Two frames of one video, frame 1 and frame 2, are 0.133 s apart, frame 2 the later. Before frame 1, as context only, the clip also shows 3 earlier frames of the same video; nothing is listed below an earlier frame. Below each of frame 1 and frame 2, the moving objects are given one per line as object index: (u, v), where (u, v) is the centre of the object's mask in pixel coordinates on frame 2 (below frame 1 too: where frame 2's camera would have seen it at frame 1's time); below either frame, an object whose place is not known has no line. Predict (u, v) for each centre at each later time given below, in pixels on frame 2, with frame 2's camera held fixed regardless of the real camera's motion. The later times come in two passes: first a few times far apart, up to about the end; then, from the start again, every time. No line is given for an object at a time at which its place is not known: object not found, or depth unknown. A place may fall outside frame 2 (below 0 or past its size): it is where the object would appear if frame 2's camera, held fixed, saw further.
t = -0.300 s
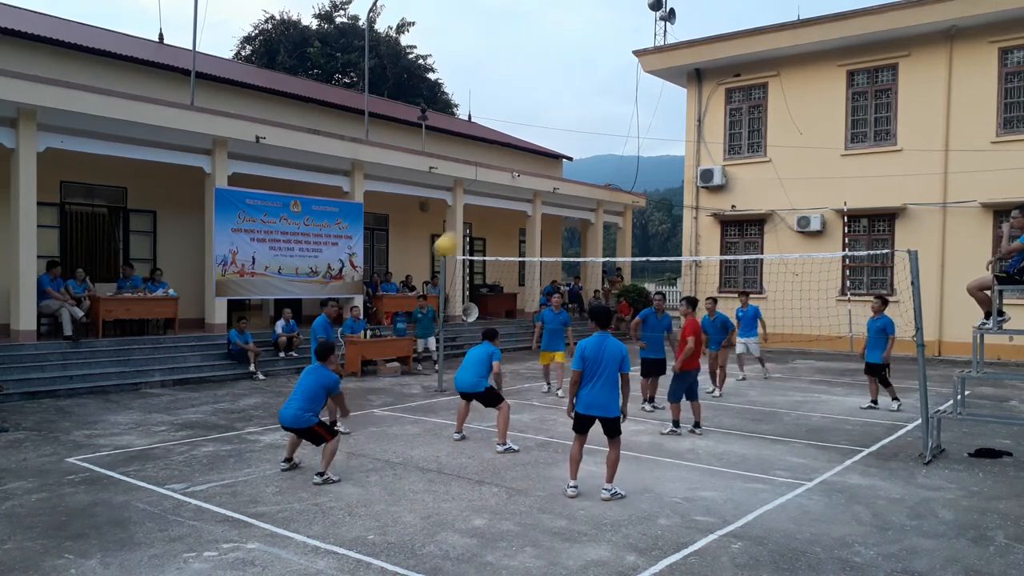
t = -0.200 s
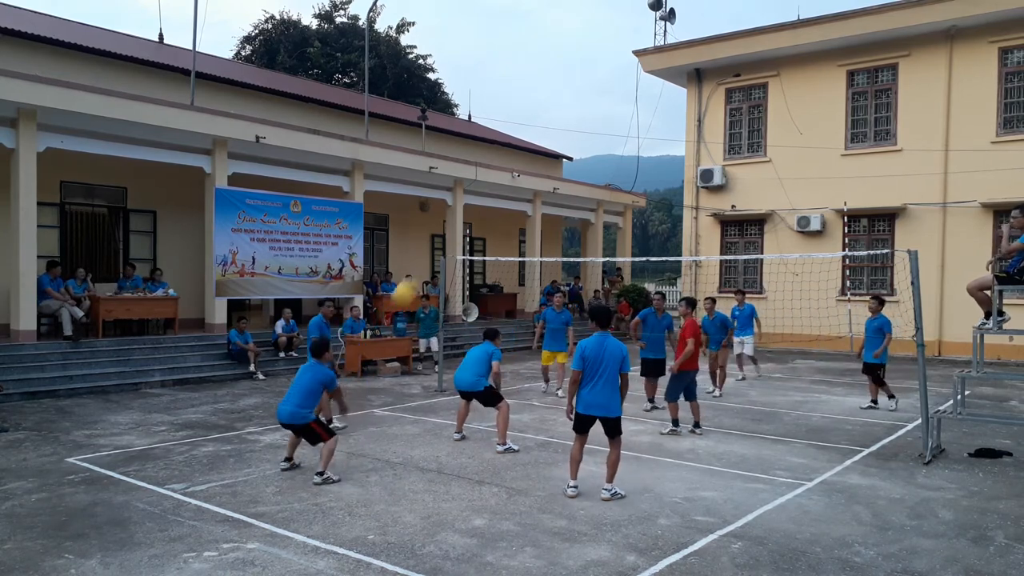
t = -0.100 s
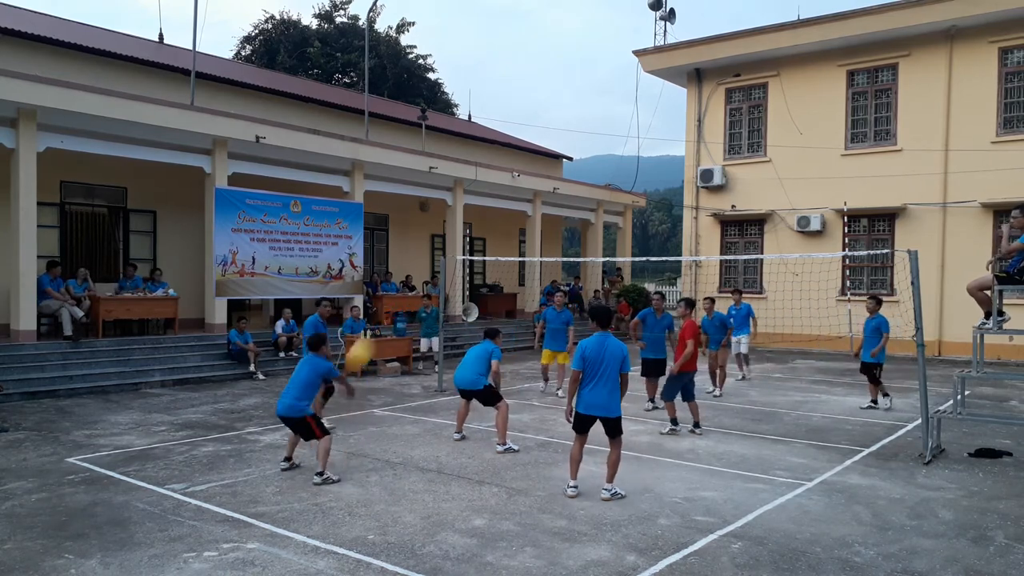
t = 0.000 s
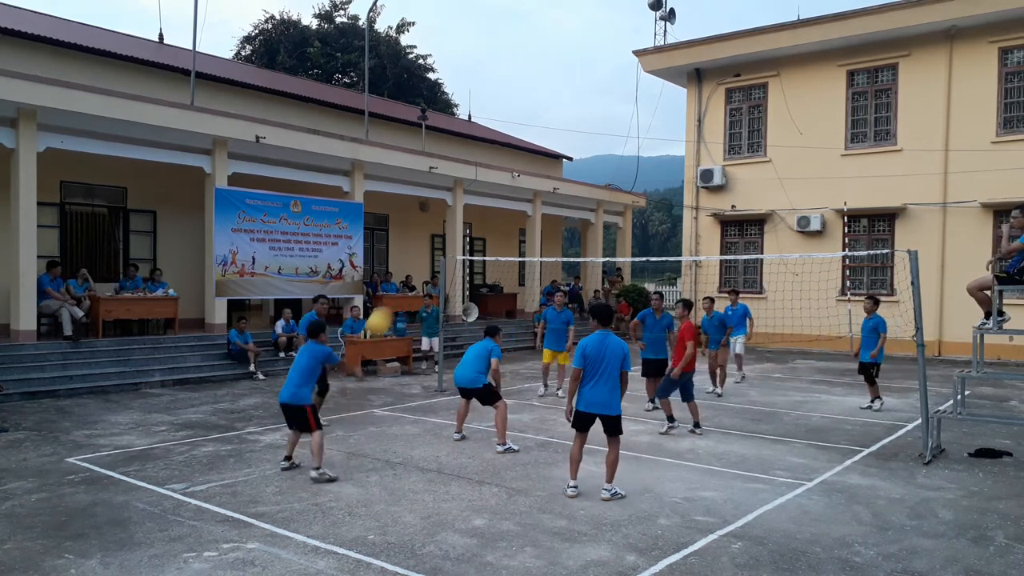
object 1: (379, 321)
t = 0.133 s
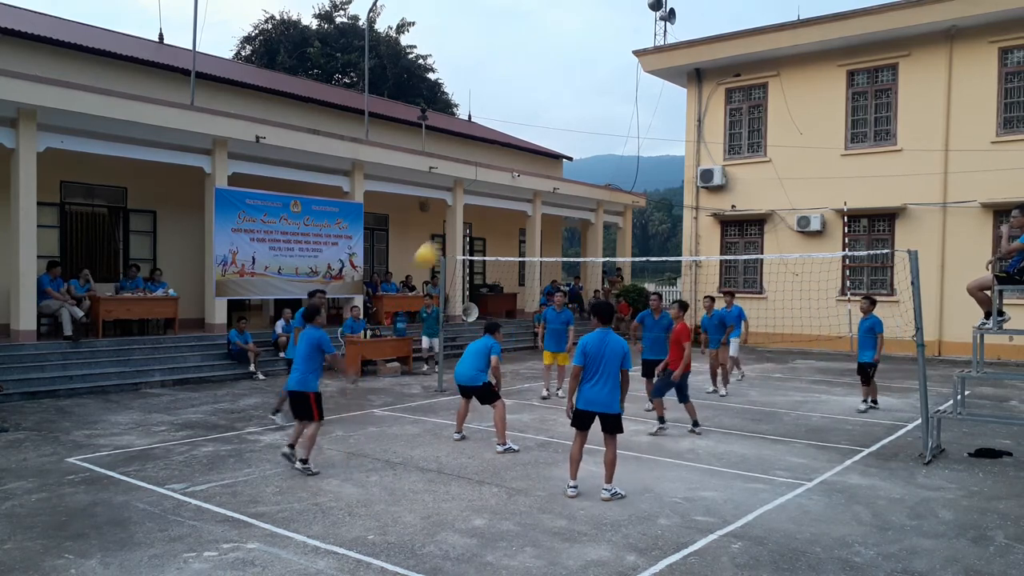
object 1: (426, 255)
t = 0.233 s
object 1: (461, 217)
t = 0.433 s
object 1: (521, 175)
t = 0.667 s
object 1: (583, 171)
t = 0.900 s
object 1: (637, 209)
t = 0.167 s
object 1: (438, 242)
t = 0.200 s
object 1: (449, 229)
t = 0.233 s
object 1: (461, 217)
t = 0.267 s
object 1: (472, 209)
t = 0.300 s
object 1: (482, 199)
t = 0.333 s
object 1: (492, 192)
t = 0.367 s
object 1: (501, 185)
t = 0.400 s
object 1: (512, 179)
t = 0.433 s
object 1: (521, 175)
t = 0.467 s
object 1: (530, 171)
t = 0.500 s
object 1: (539, 169)
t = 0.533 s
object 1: (548, 166)
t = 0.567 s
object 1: (557, 167)
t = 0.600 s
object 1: (565, 167)
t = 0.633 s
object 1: (575, 169)
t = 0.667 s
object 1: (583, 171)
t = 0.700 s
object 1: (591, 174)
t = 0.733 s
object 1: (599, 177)
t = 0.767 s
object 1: (607, 182)
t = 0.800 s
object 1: (615, 187)
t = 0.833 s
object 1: (622, 194)
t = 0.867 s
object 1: (630, 201)
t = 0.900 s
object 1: (637, 209)
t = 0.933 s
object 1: (644, 218)
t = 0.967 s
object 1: (651, 228)
